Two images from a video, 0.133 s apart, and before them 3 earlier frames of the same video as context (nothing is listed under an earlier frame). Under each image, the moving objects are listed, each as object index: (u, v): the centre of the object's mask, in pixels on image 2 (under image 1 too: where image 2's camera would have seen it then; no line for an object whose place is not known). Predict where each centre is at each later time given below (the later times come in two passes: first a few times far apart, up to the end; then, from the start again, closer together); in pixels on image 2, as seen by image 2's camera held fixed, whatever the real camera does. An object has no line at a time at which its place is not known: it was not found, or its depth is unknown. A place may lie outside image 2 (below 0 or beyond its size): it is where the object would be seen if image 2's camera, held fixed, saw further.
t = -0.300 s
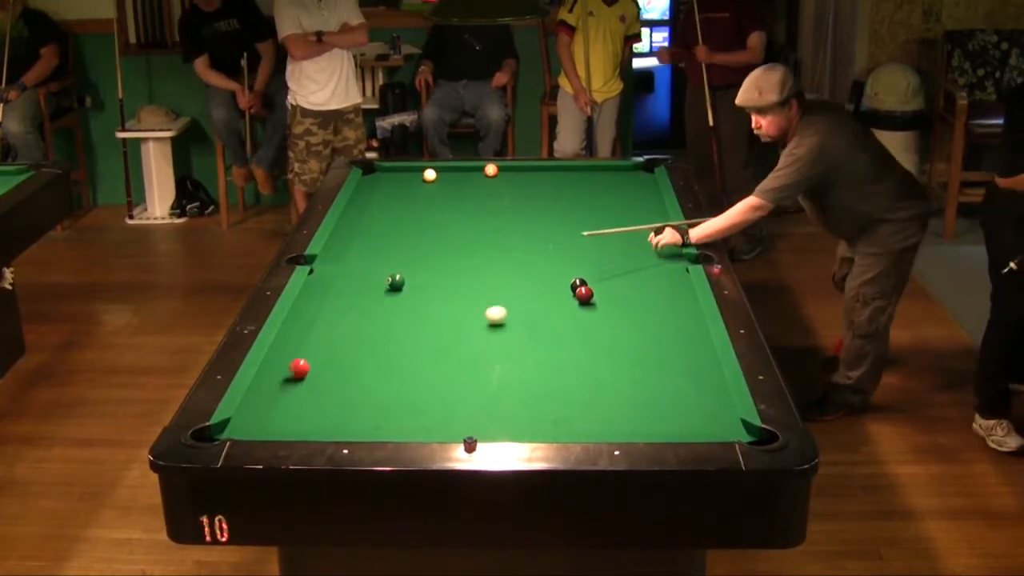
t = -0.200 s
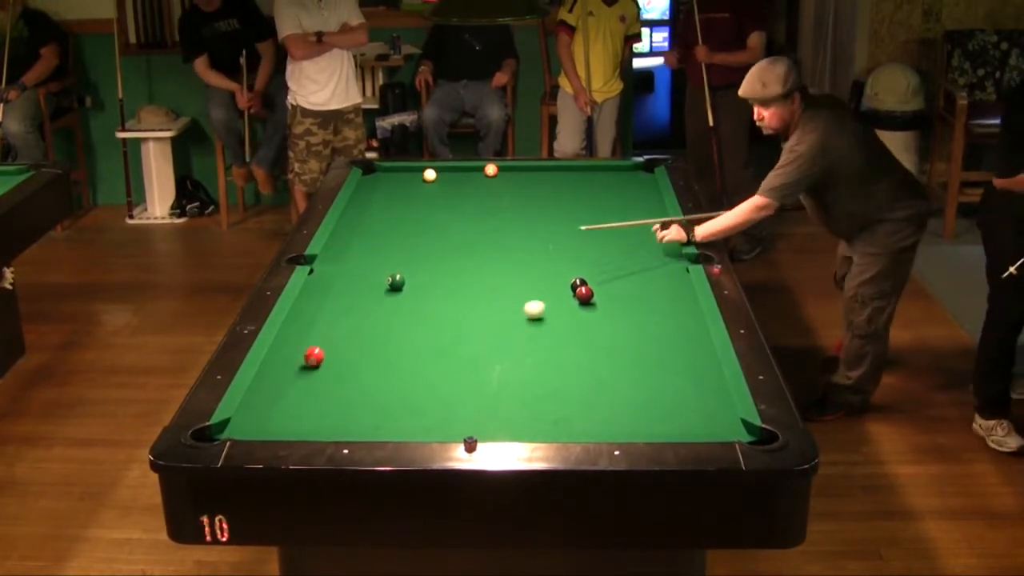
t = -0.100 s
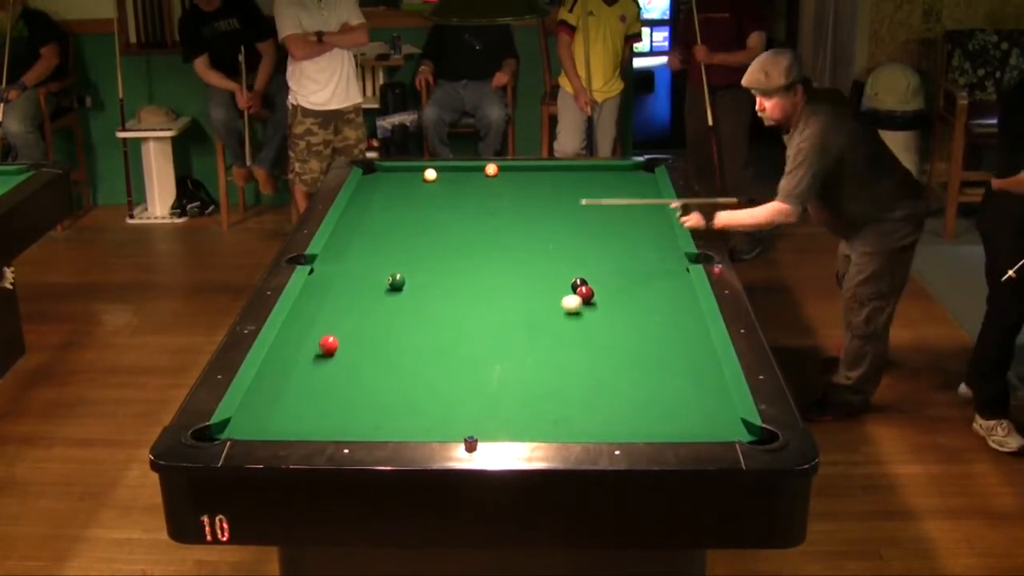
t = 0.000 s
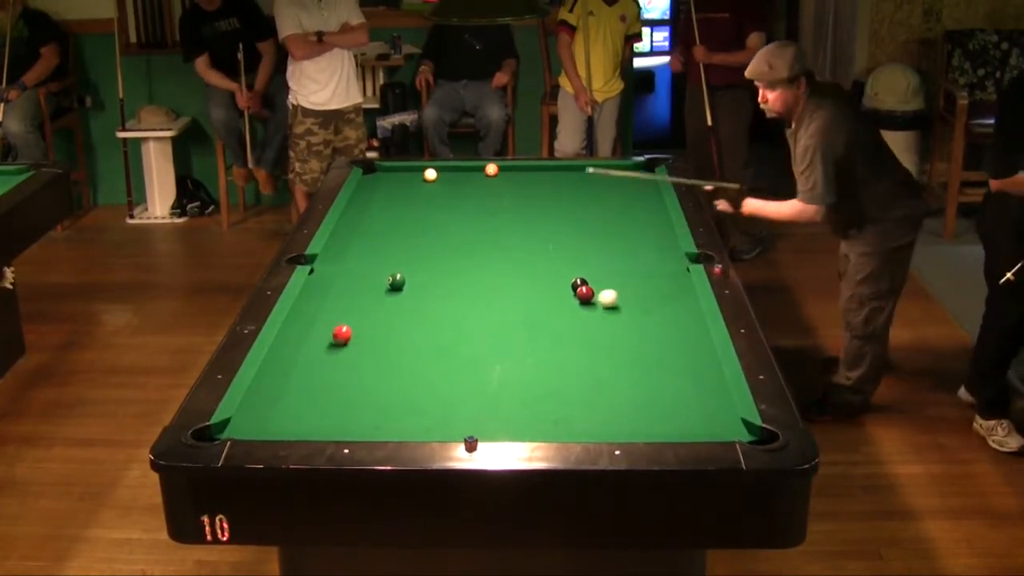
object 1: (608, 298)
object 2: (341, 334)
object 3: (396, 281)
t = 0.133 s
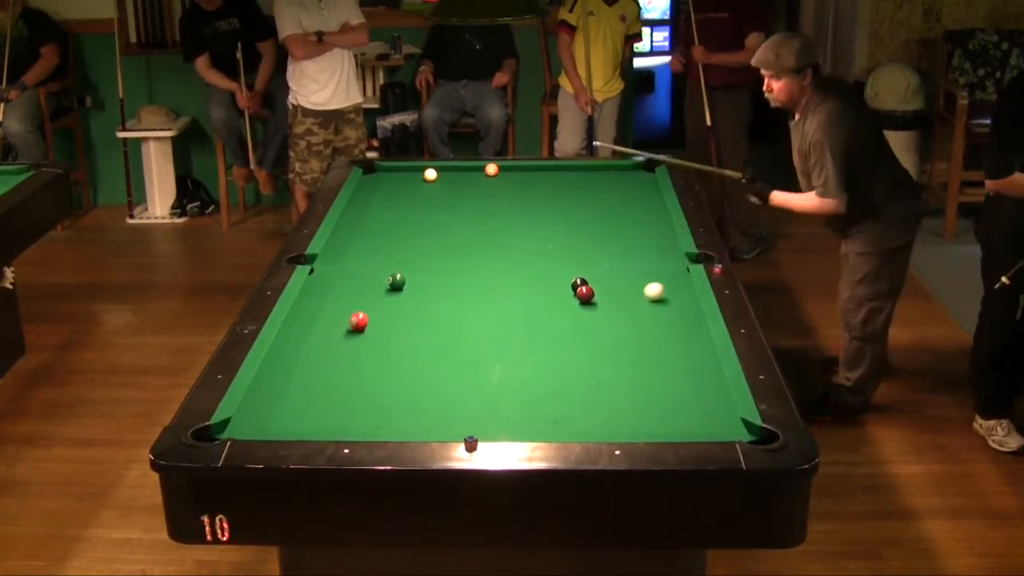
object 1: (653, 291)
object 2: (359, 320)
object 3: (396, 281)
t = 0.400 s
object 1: (651, 284)
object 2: (388, 297)
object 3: (396, 281)
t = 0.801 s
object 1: (587, 276)
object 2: (438, 276)
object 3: (389, 273)
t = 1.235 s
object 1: (522, 272)
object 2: (490, 263)
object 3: (380, 261)
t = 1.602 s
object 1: (472, 267)
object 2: (528, 252)
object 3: (373, 252)
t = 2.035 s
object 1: (419, 261)
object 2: (569, 242)
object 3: (366, 244)
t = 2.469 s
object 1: (371, 257)
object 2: (604, 233)
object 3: (360, 236)
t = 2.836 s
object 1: (334, 253)
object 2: (630, 226)
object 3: (355, 232)
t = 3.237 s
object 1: (343, 251)
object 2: (655, 219)
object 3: (351, 228)
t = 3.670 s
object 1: (361, 249)
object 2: (654, 214)
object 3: (346, 223)
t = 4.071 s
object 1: (374, 247)
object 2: (642, 212)
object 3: (344, 221)
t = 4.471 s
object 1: (384, 246)
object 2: (632, 210)
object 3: (345, 220)
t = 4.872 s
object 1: (390, 246)
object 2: (626, 208)
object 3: (346, 219)
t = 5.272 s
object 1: (393, 245)
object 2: (621, 207)
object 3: (346, 219)
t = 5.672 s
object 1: (394, 245)
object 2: (620, 207)
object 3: (346, 219)
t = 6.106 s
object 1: (394, 245)
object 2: (619, 207)
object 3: (346, 219)
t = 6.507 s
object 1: (394, 245)
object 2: (619, 207)
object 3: (346, 219)
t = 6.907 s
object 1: (394, 246)
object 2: (619, 207)
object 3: (346, 219)
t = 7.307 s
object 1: (394, 245)
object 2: (619, 207)
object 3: (345, 219)
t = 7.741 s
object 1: (394, 245)
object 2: (619, 207)
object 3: (345, 220)
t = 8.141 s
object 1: (394, 245)
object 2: (619, 206)
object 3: (345, 219)
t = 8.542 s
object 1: (394, 245)
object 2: (619, 206)
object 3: (345, 219)
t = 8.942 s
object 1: (394, 245)
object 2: (619, 206)
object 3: (345, 219)
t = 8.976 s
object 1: (394, 245)
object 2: (619, 206)
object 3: (344, 219)
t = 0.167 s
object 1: (665, 290)
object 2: (362, 317)
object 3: (396, 281)
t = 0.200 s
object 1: (676, 288)
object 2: (367, 314)
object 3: (396, 281)
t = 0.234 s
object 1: (685, 287)
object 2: (370, 311)
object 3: (396, 281)
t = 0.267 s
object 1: (678, 286)
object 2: (374, 308)
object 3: (396, 281)
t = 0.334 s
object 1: (663, 285)
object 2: (382, 302)
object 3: (396, 281)
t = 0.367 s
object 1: (657, 285)
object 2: (385, 300)
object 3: (396, 281)
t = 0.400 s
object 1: (651, 284)
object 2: (388, 297)
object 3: (396, 281)
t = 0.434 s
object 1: (645, 284)
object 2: (392, 294)
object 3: (397, 280)
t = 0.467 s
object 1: (640, 283)
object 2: (396, 291)
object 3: (396, 279)
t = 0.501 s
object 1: (635, 283)
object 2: (399, 288)
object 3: (395, 278)
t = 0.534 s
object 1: (629, 282)
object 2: (402, 286)
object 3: (393, 279)
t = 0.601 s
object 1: (618, 281)
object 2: (412, 284)
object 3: (394, 279)
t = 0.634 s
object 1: (612, 280)
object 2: (417, 282)
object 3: (393, 277)
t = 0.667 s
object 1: (607, 280)
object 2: (421, 281)
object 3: (393, 277)
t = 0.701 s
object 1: (602, 279)
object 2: (425, 280)
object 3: (392, 275)
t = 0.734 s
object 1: (597, 279)
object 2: (429, 279)
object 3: (391, 274)
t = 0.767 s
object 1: (592, 278)
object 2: (434, 278)
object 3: (390, 274)
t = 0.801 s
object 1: (587, 276)
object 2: (438, 276)
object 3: (389, 273)
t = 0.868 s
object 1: (575, 274)
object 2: (446, 274)
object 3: (388, 271)
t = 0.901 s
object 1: (570, 275)
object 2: (450, 273)
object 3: (387, 269)
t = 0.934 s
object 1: (565, 276)
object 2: (455, 272)
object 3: (386, 269)
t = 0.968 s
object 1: (560, 275)
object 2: (459, 271)
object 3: (386, 267)
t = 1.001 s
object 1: (556, 275)
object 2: (463, 270)
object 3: (385, 267)
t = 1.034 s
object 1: (551, 274)
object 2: (467, 269)
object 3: (384, 266)
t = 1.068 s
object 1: (546, 274)
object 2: (471, 268)
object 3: (383, 265)
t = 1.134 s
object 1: (536, 273)
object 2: (479, 265)
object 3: (382, 263)
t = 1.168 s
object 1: (532, 272)
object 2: (482, 264)
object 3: (381, 263)
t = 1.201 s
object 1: (527, 272)
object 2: (486, 263)
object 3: (380, 262)
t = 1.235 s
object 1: (522, 272)
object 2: (490, 263)
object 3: (380, 261)
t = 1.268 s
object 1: (517, 271)
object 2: (493, 262)
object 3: (379, 260)
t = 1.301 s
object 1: (513, 271)
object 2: (497, 261)
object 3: (378, 259)
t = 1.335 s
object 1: (508, 270)
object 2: (500, 258)
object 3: (378, 258)
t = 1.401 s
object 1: (499, 269)
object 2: (508, 257)
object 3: (377, 257)
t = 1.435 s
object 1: (494, 269)
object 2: (511, 257)
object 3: (376, 256)
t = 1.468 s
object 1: (490, 268)
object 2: (515, 256)
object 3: (376, 254)
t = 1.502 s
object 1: (486, 268)
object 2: (518, 255)
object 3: (375, 254)
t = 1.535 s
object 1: (481, 267)
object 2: (522, 254)
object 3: (374, 253)
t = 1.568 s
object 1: (477, 267)
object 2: (525, 253)
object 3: (374, 252)
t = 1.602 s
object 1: (472, 267)
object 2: (528, 252)
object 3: (373, 252)
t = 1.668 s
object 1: (463, 266)
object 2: (535, 251)
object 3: (372, 250)
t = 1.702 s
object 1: (459, 266)
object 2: (538, 250)
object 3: (372, 250)
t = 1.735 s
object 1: (455, 265)
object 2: (541, 249)
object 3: (371, 249)
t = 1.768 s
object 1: (451, 265)
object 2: (544, 248)
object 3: (370, 248)
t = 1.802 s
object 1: (447, 264)
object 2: (547, 248)
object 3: (369, 248)
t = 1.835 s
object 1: (442, 264)
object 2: (550, 247)
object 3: (369, 248)
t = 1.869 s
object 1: (438, 263)
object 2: (554, 245)
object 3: (368, 247)
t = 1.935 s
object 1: (430, 263)
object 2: (560, 244)
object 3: (367, 245)
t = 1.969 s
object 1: (427, 261)
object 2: (563, 243)
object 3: (367, 245)
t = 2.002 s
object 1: (423, 262)
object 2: (566, 243)
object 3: (366, 244)
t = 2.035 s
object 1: (419, 261)
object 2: (569, 242)
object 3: (366, 244)
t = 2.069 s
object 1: (415, 261)
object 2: (572, 241)
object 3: (365, 243)
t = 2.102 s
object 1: (411, 261)
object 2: (574, 240)
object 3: (365, 242)
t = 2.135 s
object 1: (407, 260)
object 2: (577, 239)
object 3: (364, 242)
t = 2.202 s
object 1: (399, 260)
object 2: (582, 238)
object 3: (363, 241)
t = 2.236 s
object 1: (396, 259)
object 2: (585, 238)
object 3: (363, 240)
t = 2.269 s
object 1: (392, 259)
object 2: (588, 237)
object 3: (363, 240)
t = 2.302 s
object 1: (389, 259)
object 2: (591, 236)
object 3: (362, 239)
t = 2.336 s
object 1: (385, 258)
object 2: (594, 235)
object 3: (362, 238)
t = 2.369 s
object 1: (381, 258)
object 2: (596, 235)
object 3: (361, 238)
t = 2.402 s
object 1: (378, 258)
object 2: (598, 234)
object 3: (361, 237)
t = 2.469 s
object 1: (371, 257)
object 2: (604, 233)
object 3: (360, 236)
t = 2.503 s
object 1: (367, 257)
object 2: (606, 232)
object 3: (360, 236)
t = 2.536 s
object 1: (364, 256)
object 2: (609, 232)
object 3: (359, 236)
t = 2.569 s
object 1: (360, 256)
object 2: (611, 231)
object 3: (359, 235)
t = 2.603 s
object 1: (357, 256)
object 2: (614, 230)
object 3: (358, 235)
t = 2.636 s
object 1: (353, 255)
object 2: (616, 230)
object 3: (357, 234)
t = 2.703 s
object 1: (347, 255)
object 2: (621, 228)
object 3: (357, 234)
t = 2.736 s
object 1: (344, 254)
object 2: (623, 228)
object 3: (357, 233)
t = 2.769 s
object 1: (340, 254)
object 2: (625, 227)
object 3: (356, 233)
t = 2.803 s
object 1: (337, 254)
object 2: (628, 226)
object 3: (356, 233)
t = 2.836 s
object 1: (334, 253)
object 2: (630, 226)
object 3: (355, 232)
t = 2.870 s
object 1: (331, 253)
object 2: (632, 225)
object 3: (355, 232)
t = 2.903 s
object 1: (328, 253)
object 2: (634, 225)
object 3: (354, 232)
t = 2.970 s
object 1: (330, 252)
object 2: (639, 224)
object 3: (353, 231)
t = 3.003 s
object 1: (332, 252)
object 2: (641, 223)
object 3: (352, 230)
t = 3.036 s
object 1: (334, 252)
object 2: (643, 223)
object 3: (352, 230)
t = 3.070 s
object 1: (336, 252)
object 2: (645, 222)
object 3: (352, 230)
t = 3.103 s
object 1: (337, 252)
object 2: (647, 221)
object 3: (351, 229)
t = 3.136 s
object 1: (339, 252)
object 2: (649, 221)
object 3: (352, 229)
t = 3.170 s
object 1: (340, 251)
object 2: (651, 220)
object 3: (351, 229)
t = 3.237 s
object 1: (343, 251)
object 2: (655, 219)
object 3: (351, 228)
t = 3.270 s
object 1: (345, 251)
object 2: (657, 219)
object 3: (350, 227)
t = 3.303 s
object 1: (346, 251)
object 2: (659, 218)
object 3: (350, 227)
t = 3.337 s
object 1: (348, 250)
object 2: (661, 218)
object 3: (350, 227)
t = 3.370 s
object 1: (349, 250)
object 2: (662, 217)
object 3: (349, 226)
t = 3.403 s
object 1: (351, 250)
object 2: (662, 217)
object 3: (349, 225)
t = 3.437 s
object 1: (352, 250)
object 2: (661, 216)
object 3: (349, 225)
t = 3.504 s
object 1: (355, 249)
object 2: (659, 216)
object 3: (348, 224)
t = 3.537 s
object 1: (356, 249)
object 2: (658, 215)
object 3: (348, 224)
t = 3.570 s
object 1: (358, 249)
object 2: (657, 215)
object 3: (347, 224)
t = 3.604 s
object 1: (359, 249)
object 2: (656, 215)
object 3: (347, 224)
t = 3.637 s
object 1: (360, 249)
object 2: (655, 215)
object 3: (347, 224)
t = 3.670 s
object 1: (361, 249)
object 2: (654, 214)
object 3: (346, 223)
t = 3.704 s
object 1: (363, 249)
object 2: (653, 214)
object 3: (346, 223)
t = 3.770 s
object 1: (365, 248)
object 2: (650, 214)
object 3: (346, 222)
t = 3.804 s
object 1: (366, 248)
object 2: (649, 213)
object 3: (345, 223)
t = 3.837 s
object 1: (367, 248)
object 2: (648, 213)
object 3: (345, 222)
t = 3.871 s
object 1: (368, 248)
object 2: (647, 213)
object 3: (345, 222)
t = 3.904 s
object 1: (369, 248)
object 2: (646, 213)
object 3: (344, 222)
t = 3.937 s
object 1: (370, 248)
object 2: (645, 212)
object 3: (344, 221)
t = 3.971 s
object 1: (371, 248)
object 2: (644, 212)
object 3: (344, 221)
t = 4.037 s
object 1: (373, 247)
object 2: (642, 212)
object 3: (344, 221)
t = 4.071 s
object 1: (374, 247)
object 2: (642, 212)
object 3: (344, 221)
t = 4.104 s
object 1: (375, 247)
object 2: (641, 212)
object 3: (345, 220)
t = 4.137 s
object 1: (376, 247)
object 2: (640, 211)
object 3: (345, 220)
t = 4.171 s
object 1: (377, 247)
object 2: (639, 211)
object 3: (345, 220)
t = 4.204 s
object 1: (378, 247)
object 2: (638, 211)
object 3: (345, 220)
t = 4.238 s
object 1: (379, 247)
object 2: (638, 211)
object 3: (345, 220)
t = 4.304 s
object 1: (380, 247)
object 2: (636, 211)
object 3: (345, 220)
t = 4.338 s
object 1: (381, 247)
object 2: (636, 210)
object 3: (345, 220)
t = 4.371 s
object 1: (382, 247)
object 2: (635, 210)
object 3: (345, 220)
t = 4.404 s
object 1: (383, 246)
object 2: (634, 210)
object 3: (345, 220)
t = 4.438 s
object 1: (383, 246)
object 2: (633, 210)
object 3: (345, 220)
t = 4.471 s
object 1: (384, 246)
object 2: (632, 210)
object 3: (345, 220)
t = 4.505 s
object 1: (385, 246)
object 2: (632, 210)
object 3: (345, 220)
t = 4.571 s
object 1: (386, 246)
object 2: (631, 209)
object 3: (345, 220)
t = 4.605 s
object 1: (386, 246)
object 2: (630, 209)
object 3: (346, 219)
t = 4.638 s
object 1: (387, 246)
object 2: (629, 209)
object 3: (345, 219)
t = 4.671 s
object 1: (387, 246)
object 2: (629, 209)
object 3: (345, 219)
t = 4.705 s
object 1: (388, 246)
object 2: (628, 209)
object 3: (345, 219)
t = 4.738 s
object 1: (389, 246)
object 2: (628, 209)
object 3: (346, 219)
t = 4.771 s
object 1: (389, 246)
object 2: (627, 208)
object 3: (346, 219)
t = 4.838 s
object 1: (390, 246)
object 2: (626, 208)
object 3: (346, 219)
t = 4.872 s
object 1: (390, 246)
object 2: (626, 208)
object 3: (346, 219)
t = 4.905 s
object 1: (390, 246)
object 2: (625, 208)
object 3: (346, 219)
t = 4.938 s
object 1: (391, 246)
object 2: (625, 208)
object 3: (346, 219)
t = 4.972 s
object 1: (391, 246)
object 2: (624, 208)
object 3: (346, 219)
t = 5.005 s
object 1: (392, 246)
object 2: (624, 208)
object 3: (346, 219)
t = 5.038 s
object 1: (392, 246)
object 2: (623, 208)
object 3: (346, 219)
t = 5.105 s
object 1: (392, 246)
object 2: (623, 207)
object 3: (346, 219)
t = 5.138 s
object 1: (393, 245)
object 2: (622, 207)
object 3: (346, 219)
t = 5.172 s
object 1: (393, 245)
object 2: (622, 207)
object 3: (346, 219)
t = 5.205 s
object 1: (393, 245)
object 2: (622, 207)
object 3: (346, 219)
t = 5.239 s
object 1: (393, 246)
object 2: (622, 207)
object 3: (346, 219)
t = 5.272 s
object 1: (393, 245)
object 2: (621, 207)
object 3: (346, 219)
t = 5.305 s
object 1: (393, 245)
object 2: (621, 207)
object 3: (346, 219)
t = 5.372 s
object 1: (394, 245)
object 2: (620, 207)
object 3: (346, 219)
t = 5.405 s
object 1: (394, 245)
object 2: (620, 207)
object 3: (346, 219)
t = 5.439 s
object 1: (394, 245)
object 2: (620, 207)
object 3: (346, 219)
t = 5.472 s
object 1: (394, 245)
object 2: (620, 207)
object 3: (346, 219)
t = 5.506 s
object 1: (394, 245)
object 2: (620, 207)
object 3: (346, 219)
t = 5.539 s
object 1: (394, 245)
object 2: (620, 207)
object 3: (346, 219)
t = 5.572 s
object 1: (394, 245)
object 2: (620, 207)
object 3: (346, 219)
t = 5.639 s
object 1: (394, 245)
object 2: (620, 207)
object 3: (346, 219)
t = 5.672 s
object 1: (394, 245)
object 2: (620, 207)
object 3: (346, 219)
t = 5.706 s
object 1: (394, 245)
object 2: (620, 207)
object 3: (346, 219)
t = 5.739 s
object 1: (394, 245)
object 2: (619, 207)
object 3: (346, 219)
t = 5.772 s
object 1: (394, 245)
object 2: (619, 207)
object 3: (346, 219)
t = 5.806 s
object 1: (394, 245)
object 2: (619, 207)
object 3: (346, 219)
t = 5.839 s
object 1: (394, 245)
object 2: (619, 207)
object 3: (346, 219)
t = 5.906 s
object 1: (394, 245)
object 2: (619, 207)
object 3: (346, 219)
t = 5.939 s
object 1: (394, 245)
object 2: (619, 207)
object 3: (346, 219)
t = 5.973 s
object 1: (394, 245)
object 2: (619, 207)
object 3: (346, 219)
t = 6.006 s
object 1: (394, 245)
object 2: (619, 207)
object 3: (346, 219)
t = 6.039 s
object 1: (394, 245)
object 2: (619, 207)
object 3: (346, 219)
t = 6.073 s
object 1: (394, 245)
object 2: (619, 207)
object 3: (346, 219)
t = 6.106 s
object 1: (394, 245)
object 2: (619, 207)
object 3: (346, 219)
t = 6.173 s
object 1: (394, 245)
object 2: (619, 207)
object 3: (346, 219)
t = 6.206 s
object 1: (394, 245)
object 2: (619, 207)
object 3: (346, 219)
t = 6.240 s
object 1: (394, 245)
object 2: (619, 207)
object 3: (346, 219)
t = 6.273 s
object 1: (394, 245)
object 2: (619, 207)
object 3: (346, 219)
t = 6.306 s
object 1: (394, 245)
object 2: (619, 207)
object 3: (346, 219)
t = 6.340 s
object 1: (394, 245)
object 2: (619, 207)
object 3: (346, 219)
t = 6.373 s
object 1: (394, 245)
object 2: (619, 207)
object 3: (346, 219)
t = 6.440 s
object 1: (394, 245)
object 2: (619, 207)
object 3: (346, 220)
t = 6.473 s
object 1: (394, 245)
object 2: (619, 207)
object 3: (346, 219)
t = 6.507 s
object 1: (394, 245)
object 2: (619, 207)
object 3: (346, 219)
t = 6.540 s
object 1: (394, 245)
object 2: (619, 207)
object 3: (346, 219)
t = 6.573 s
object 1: (394, 245)
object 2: (619, 207)
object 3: (346, 219)
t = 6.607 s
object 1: (394, 245)
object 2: (619, 207)
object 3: (346, 219)
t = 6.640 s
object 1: (394, 245)
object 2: (619, 207)
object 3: (346, 219)
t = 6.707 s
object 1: (394, 245)
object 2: (619, 207)
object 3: (346, 220)
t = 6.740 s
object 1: (394, 245)
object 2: (619, 207)
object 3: (346, 219)
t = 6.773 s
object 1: (394, 245)
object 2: (619, 207)
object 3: (346, 219)
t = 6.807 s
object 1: (394, 245)
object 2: (619, 207)
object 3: (346, 219)
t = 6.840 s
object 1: (394, 245)
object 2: (619, 207)
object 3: (346, 219)
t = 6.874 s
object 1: (394, 246)
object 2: (619, 207)
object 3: (346, 219)
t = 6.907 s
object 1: (394, 246)
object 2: (619, 207)
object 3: (346, 219)
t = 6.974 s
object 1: (394, 246)
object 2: (619, 207)
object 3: (346, 219)
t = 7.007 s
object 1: (394, 246)
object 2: (619, 207)
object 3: (346, 219)
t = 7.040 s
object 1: (394, 246)
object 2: (619, 207)
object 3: (346, 219)
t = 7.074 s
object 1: (394, 246)
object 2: (619, 207)
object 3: (346, 219)
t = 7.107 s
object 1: (394, 245)
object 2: (619, 207)
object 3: (346, 219)
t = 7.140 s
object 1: (394, 245)
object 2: (619, 207)
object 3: (346, 219)
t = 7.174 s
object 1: (394, 245)
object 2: (619, 207)
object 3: (346, 219)
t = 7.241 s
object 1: (394, 245)
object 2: (619, 207)
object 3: (346, 219)
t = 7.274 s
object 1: (394, 245)
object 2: (619, 207)
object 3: (345, 219)
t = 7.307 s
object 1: (394, 245)
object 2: (619, 207)
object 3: (345, 219)
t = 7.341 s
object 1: (394, 245)
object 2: (619, 207)
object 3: (345, 219)
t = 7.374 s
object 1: (394, 245)
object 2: (619, 207)
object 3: (346, 219)
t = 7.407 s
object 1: (394, 245)
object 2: (619, 207)
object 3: (346, 219)
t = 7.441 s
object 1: (394, 245)
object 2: (619, 207)
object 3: (345, 219)
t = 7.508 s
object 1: (394, 245)
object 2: (619, 207)
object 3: (345, 219)
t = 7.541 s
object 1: (394, 245)
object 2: (619, 207)
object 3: (345, 219)
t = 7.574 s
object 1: (394, 245)
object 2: (619, 207)
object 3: (345, 219)
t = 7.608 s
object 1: (394, 245)
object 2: (619, 207)
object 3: (345, 219)
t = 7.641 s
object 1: (394, 245)
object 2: (619, 207)
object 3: (345, 220)
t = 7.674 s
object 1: (394, 245)
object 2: (619, 207)
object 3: (345, 220)
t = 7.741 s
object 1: (394, 245)
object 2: (619, 207)
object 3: (345, 220)
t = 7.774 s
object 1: (394, 245)
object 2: (619, 207)
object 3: (345, 220)
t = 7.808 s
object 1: (394, 245)
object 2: (619, 206)
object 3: (344, 220)
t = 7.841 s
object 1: (394, 245)
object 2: (619, 206)
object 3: (345, 220)
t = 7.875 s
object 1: (394, 245)
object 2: (619, 206)
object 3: (345, 220)
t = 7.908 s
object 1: (394, 245)
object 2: (619, 206)
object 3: (344, 220)
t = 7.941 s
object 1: (394, 245)
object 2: (619, 207)
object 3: (345, 220)
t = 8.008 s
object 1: (394, 245)
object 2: (619, 206)
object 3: (345, 220)
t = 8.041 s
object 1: (394, 245)
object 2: (619, 206)
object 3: (345, 220)
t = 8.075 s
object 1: (394, 245)
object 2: (619, 206)
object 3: (345, 219)
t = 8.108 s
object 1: (394, 245)
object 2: (619, 206)
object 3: (345, 219)
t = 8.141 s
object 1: (394, 245)
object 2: (619, 206)
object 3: (345, 219)
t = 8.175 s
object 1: (394, 245)
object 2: (619, 206)
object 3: (345, 219)
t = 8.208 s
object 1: (394, 245)
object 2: (619, 206)
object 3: (345, 219)
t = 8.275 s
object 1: (394, 245)
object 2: (619, 206)
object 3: (345, 219)
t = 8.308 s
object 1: (394, 245)
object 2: (619, 206)
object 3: (345, 219)
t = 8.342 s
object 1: (394, 245)
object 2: (619, 206)
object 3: (345, 219)
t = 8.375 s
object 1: (394, 245)
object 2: (619, 206)
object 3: (345, 219)
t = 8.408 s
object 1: (394, 245)
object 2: (619, 206)
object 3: (345, 219)
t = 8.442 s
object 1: (394, 245)
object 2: (619, 206)
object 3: (345, 219)
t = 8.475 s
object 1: (394, 245)
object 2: (619, 206)
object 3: (345, 219)
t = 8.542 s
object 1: (394, 245)
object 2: (619, 206)
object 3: (345, 219)
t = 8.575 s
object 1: (394, 245)
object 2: (619, 206)
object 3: (345, 219)
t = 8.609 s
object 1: (394, 245)
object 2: (619, 206)
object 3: (345, 219)
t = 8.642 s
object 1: (394, 245)
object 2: (619, 206)
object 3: (345, 219)
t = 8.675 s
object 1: (394, 245)
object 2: (619, 206)
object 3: (345, 219)
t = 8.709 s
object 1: (394, 245)
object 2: (619, 206)
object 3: (345, 219)
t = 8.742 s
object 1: (394, 245)
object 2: (619, 206)
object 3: (344, 219)
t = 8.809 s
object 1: (394, 245)
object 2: (619, 206)
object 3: (345, 219)
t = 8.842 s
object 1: (394, 245)
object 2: (619, 206)
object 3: (345, 219)
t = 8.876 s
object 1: (394, 245)
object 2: (619, 206)
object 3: (344, 219)
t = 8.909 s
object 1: (394, 245)
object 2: (619, 206)
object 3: (344, 219)
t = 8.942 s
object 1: (394, 245)
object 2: (619, 206)
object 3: (345, 219)
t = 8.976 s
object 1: (394, 245)
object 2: (619, 206)
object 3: (344, 219)
